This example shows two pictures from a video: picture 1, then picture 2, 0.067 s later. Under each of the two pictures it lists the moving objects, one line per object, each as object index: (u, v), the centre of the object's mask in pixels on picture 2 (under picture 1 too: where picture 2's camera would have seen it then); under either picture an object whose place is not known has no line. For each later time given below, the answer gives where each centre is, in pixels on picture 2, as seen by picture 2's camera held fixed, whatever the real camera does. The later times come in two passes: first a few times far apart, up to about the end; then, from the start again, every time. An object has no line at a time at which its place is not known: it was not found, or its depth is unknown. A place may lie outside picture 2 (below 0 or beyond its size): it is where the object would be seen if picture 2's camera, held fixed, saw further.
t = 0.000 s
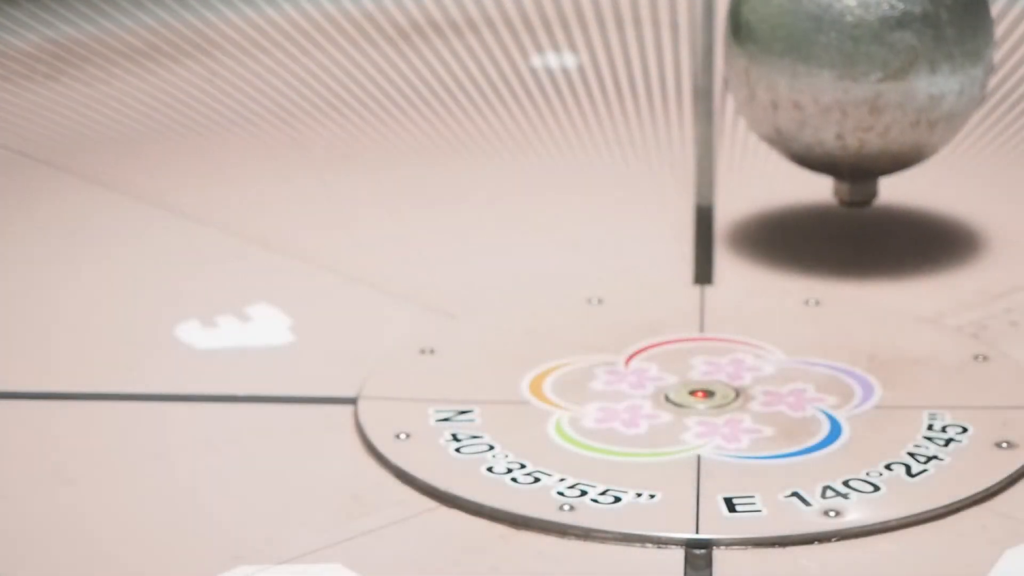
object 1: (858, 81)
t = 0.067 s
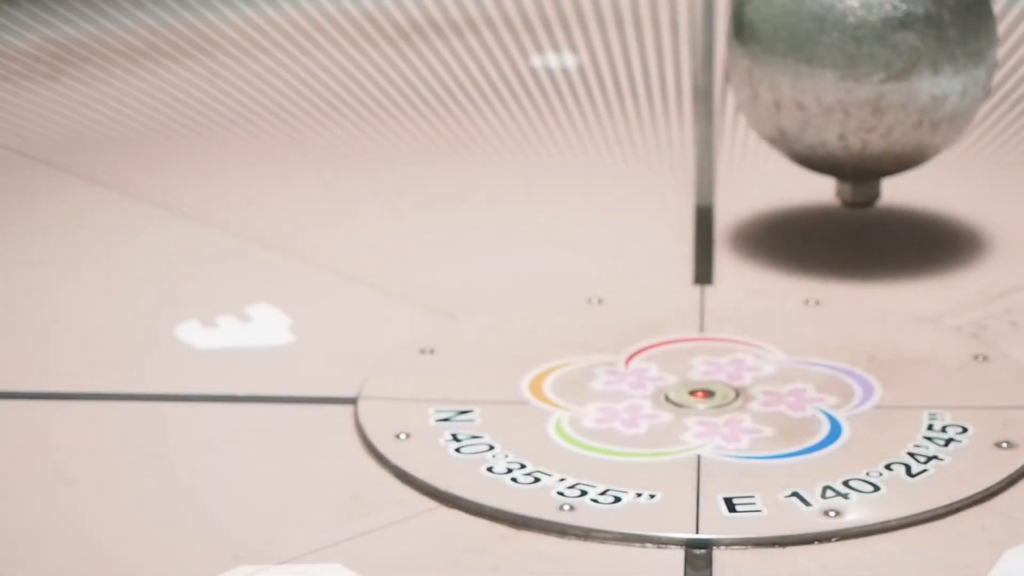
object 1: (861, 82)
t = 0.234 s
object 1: (866, 83)
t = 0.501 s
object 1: (875, 86)
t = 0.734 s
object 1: (880, 90)
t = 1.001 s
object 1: (884, 95)
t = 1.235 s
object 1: (885, 101)
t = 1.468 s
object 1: (884, 108)
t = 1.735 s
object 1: (882, 118)
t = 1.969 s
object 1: (878, 127)
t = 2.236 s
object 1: (870, 139)
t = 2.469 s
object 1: (860, 152)
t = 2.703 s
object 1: (849, 168)
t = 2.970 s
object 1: (832, 186)
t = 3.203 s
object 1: (816, 204)
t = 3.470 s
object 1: (794, 224)
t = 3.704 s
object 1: (773, 240)
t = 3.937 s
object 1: (750, 257)
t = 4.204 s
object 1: (722, 276)
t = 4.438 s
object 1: (696, 293)
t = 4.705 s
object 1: (666, 310)
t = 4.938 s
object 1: (638, 324)
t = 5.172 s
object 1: (611, 335)
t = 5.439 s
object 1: (580, 344)
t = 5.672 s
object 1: (555, 351)
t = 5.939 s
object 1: (529, 355)
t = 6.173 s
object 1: (509, 356)
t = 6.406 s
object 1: (491, 356)
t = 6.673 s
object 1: (474, 353)
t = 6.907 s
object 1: (463, 349)
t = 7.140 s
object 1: (455, 342)
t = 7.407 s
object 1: (451, 331)
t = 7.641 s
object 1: (452, 319)
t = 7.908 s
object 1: (456, 302)
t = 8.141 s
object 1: (464, 287)
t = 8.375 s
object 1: (475, 271)
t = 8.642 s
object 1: (490, 251)
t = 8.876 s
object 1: (505, 235)
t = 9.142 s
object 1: (525, 216)
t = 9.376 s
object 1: (545, 198)
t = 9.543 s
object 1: (559, 186)
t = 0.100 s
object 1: (862, 82)
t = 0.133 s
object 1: (863, 82)
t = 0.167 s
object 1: (864, 82)
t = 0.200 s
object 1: (865, 82)
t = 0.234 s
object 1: (866, 83)
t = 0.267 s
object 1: (868, 83)
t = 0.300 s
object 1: (869, 84)
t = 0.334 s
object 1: (870, 84)
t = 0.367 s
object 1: (871, 85)
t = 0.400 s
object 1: (873, 85)
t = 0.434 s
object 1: (873, 86)
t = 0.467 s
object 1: (874, 86)
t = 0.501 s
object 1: (875, 86)
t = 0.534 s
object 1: (876, 87)
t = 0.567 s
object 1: (877, 87)
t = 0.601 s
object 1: (878, 88)
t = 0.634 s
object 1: (878, 88)
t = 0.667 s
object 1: (879, 89)
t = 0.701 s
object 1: (880, 89)
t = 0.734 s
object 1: (880, 90)
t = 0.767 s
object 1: (881, 91)
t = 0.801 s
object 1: (881, 91)
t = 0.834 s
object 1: (882, 92)
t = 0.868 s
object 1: (883, 92)
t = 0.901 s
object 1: (883, 93)
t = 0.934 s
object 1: (883, 94)
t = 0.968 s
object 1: (884, 95)
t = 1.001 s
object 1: (884, 95)
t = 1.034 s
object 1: (884, 96)
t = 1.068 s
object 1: (884, 97)
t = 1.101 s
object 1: (885, 98)
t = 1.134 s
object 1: (885, 99)
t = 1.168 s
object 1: (885, 100)
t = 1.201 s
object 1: (885, 100)
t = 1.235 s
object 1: (885, 101)
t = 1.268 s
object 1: (885, 102)
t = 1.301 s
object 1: (885, 103)
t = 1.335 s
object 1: (885, 104)
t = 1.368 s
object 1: (885, 105)
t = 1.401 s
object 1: (885, 106)
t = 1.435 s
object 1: (885, 107)
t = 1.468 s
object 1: (884, 108)
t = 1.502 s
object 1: (884, 109)
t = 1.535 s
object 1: (884, 111)
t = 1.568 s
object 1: (884, 112)
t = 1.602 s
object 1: (883, 113)
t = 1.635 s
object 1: (883, 114)
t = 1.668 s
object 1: (883, 115)
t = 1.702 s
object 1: (882, 116)
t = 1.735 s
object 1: (882, 118)
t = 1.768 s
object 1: (882, 119)
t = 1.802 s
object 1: (881, 120)
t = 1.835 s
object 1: (880, 121)
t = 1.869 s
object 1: (880, 123)
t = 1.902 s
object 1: (879, 124)
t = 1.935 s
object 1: (878, 126)
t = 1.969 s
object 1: (878, 127)
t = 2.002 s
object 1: (877, 128)
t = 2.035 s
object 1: (876, 130)
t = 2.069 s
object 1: (875, 131)
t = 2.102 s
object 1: (874, 133)
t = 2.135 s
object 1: (873, 134)
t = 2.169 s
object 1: (872, 136)
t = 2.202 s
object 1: (871, 137)
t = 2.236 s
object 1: (870, 139)
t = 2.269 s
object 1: (868, 141)
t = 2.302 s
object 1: (867, 143)
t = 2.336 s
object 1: (866, 145)
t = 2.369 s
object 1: (864, 146)
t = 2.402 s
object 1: (863, 148)
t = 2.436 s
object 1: (862, 150)
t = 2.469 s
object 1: (860, 152)
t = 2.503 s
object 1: (858, 154)
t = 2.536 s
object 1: (857, 156)
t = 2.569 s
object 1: (855, 158)
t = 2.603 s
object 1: (854, 160)
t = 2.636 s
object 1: (852, 163)
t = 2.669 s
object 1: (851, 165)
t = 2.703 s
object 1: (849, 168)
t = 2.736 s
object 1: (847, 170)
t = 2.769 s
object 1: (845, 172)
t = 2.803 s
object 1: (843, 175)
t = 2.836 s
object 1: (841, 177)
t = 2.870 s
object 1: (839, 179)
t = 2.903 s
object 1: (837, 182)
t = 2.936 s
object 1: (835, 184)
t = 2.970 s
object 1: (832, 186)
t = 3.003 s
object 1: (830, 189)
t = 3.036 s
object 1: (828, 191)
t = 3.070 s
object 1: (825, 194)
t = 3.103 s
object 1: (823, 196)
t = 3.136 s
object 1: (821, 199)
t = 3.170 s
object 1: (818, 201)
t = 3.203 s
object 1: (816, 204)
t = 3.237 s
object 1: (813, 207)
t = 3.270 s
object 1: (811, 209)
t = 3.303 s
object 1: (808, 211)
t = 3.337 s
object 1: (806, 213)
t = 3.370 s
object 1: (803, 216)
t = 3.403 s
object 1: (800, 219)
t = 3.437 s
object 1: (797, 221)
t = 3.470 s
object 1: (794, 224)
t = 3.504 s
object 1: (791, 226)
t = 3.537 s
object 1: (788, 228)
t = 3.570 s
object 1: (786, 231)
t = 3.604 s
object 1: (782, 233)
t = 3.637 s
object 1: (779, 236)
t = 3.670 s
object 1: (776, 238)
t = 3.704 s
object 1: (773, 240)
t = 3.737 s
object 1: (770, 242)
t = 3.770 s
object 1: (767, 245)
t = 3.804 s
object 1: (764, 247)
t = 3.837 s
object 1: (760, 250)
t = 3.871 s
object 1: (757, 253)
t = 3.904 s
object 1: (754, 255)
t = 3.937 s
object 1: (750, 257)
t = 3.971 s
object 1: (747, 260)
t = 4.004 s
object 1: (743, 262)
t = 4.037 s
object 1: (740, 265)
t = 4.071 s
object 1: (736, 267)
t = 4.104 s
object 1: (733, 269)
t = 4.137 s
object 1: (729, 271)
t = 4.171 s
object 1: (726, 274)
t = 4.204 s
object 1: (722, 276)
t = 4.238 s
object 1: (718, 278)
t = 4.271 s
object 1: (714, 281)
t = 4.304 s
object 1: (711, 283)
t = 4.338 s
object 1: (707, 285)
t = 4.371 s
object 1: (703, 288)
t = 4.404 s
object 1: (699, 291)
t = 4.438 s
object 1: (696, 293)
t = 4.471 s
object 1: (692, 295)
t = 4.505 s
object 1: (688, 297)
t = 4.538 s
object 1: (684, 299)
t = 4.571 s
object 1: (681, 301)
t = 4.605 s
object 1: (677, 304)
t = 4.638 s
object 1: (673, 305)
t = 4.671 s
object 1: (669, 307)
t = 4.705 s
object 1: (666, 310)
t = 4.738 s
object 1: (662, 312)
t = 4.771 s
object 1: (658, 314)
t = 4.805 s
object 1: (654, 316)
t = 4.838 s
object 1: (650, 318)
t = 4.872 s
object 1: (646, 320)
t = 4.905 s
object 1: (642, 322)
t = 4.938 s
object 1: (638, 324)
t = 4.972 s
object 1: (634, 325)
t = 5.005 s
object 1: (630, 327)
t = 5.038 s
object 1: (626, 329)
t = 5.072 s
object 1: (622, 331)
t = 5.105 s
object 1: (618, 332)
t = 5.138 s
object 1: (615, 334)
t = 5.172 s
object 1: (611, 335)
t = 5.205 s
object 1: (607, 337)
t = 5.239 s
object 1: (603, 338)
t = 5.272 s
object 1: (599, 339)
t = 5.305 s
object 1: (595, 340)
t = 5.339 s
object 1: (592, 341)
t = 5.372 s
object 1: (588, 342)
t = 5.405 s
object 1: (584, 343)
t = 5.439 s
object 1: (580, 344)
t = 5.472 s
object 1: (577, 345)
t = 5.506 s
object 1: (573, 346)
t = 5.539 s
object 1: (569, 347)
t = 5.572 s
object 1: (566, 348)
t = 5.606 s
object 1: (562, 349)
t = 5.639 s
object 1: (558, 350)
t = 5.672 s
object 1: (555, 351)
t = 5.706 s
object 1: (552, 352)
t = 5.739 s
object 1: (549, 352)
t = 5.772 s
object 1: (545, 352)
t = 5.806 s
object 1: (542, 353)
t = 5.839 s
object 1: (539, 353)
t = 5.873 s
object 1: (536, 354)
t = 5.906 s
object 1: (532, 354)
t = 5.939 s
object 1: (529, 355)
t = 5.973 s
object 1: (526, 355)
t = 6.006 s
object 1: (523, 356)
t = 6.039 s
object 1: (520, 356)
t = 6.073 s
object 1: (517, 356)
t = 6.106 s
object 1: (514, 356)
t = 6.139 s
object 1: (512, 356)
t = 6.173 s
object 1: (509, 356)
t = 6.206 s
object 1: (506, 356)
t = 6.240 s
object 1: (503, 356)
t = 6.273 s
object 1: (501, 356)
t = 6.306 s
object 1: (498, 356)
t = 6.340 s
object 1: (496, 356)
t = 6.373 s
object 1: (493, 356)
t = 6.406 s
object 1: (491, 356)
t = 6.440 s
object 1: (488, 356)
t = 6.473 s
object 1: (486, 356)
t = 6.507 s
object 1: (484, 355)
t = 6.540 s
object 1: (482, 355)
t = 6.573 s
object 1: (480, 354)
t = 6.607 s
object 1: (478, 354)
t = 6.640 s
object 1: (476, 353)
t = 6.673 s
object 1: (474, 353)
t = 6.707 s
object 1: (472, 353)
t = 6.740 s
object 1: (470, 352)
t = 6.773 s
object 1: (469, 352)
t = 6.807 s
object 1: (467, 351)
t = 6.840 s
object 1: (465, 350)
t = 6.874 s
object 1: (464, 350)
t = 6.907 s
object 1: (463, 349)
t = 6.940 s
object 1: (461, 348)
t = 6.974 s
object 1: (460, 347)
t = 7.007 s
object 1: (459, 346)
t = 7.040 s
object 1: (458, 345)
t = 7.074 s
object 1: (457, 344)
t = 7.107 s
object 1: (456, 343)
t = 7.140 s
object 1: (455, 342)
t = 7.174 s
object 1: (454, 341)
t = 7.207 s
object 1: (453, 340)
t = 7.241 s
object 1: (453, 339)
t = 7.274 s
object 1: (453, 337)
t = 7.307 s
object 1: (452, 336)
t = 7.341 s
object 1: (452, 335)
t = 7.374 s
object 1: (451, 333)
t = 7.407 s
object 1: (451, 331)
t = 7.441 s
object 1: (451, 329)
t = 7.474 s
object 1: (451, 328)
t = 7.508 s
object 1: (451, 326)
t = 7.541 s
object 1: (451, 324)
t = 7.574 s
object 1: (451, 323)
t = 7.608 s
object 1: (451, 321)
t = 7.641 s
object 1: (452, 319)
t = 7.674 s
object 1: (452, 317)
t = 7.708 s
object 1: (452, 315)
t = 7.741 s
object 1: (453, 313)
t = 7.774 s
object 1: (453, 311)
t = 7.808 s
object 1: (454, 309)
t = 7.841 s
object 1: (455, 306)
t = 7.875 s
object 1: (456, 304)
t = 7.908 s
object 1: (456, 302)
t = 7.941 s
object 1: (457, 300)
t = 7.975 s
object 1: (458, 298)
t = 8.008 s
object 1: (459, 296)
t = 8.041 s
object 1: (460, 294)
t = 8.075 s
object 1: (461, 292)
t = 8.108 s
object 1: (463, 290)
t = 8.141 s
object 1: (464, 287)
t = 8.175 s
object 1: (465, 285)
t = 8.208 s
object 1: (467, 282)
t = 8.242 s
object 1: (468, 280)
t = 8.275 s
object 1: (469, 278)
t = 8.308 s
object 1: (471, 275)
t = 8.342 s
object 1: (473, 273)
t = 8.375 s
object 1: (475, 271)
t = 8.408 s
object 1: (476, 269)
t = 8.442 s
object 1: (478, 266)
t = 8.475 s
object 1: (480, 264)
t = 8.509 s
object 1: (482, 262)
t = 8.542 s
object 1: (484, 259)
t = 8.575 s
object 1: (486, 257)
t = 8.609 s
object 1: (488, 254)
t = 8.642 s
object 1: (490, 251)
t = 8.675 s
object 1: (492, 249)
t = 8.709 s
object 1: (494, 247)
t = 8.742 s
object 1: (496, 244)
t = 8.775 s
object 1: (498, 242)
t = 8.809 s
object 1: (501, 240)
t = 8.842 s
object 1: (503, 237)
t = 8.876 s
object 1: (505, 235)
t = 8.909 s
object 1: (508, 233)
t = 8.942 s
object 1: (510, 230)
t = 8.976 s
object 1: (513, 228)
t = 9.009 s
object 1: (515, 225)
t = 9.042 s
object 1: (518, 223)
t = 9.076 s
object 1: (520, 220)
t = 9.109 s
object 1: (523, 218)
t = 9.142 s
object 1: (525, 216)
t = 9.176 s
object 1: (528, 213)
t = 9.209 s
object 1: (531, 211)
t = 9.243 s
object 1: (534, 208)
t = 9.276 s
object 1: (536, 206)
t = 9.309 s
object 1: (539, 203)
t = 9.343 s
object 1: (542, 201)
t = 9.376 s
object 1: (545, 198)
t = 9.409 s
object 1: (548, 196)
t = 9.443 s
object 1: (550, 193)
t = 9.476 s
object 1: (553, 191)
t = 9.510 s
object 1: (556, 188)
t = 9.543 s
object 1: (559, 186)
